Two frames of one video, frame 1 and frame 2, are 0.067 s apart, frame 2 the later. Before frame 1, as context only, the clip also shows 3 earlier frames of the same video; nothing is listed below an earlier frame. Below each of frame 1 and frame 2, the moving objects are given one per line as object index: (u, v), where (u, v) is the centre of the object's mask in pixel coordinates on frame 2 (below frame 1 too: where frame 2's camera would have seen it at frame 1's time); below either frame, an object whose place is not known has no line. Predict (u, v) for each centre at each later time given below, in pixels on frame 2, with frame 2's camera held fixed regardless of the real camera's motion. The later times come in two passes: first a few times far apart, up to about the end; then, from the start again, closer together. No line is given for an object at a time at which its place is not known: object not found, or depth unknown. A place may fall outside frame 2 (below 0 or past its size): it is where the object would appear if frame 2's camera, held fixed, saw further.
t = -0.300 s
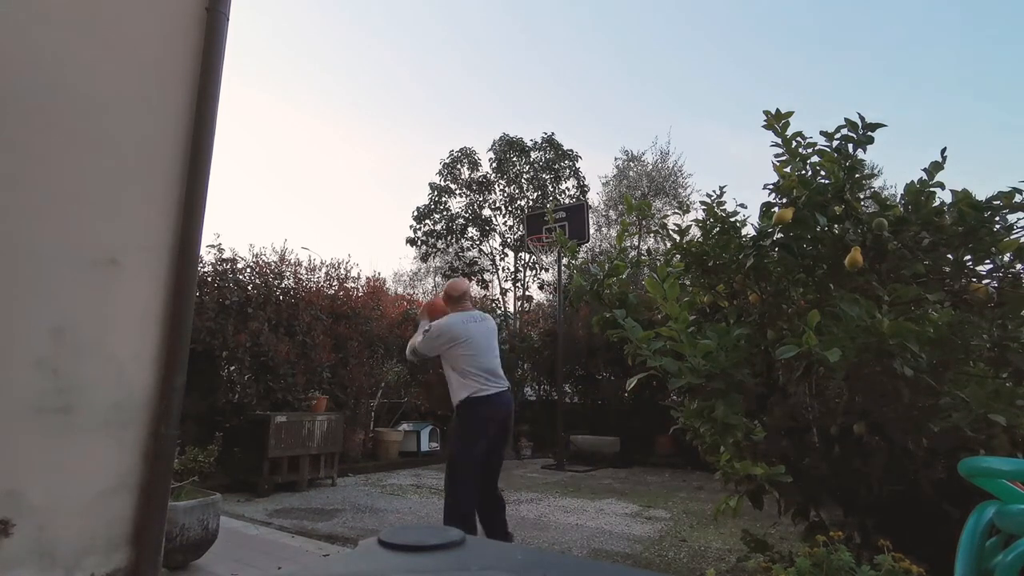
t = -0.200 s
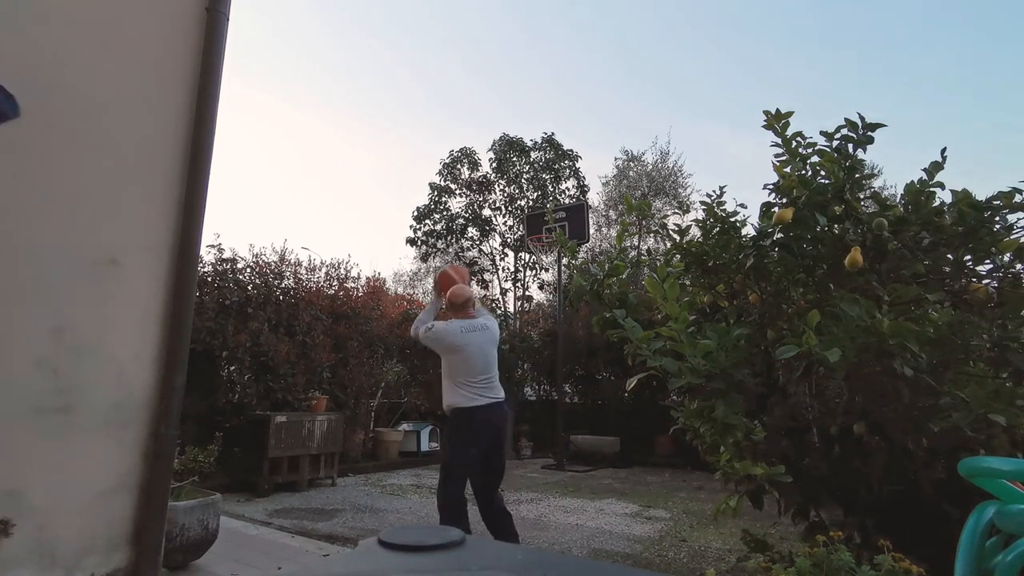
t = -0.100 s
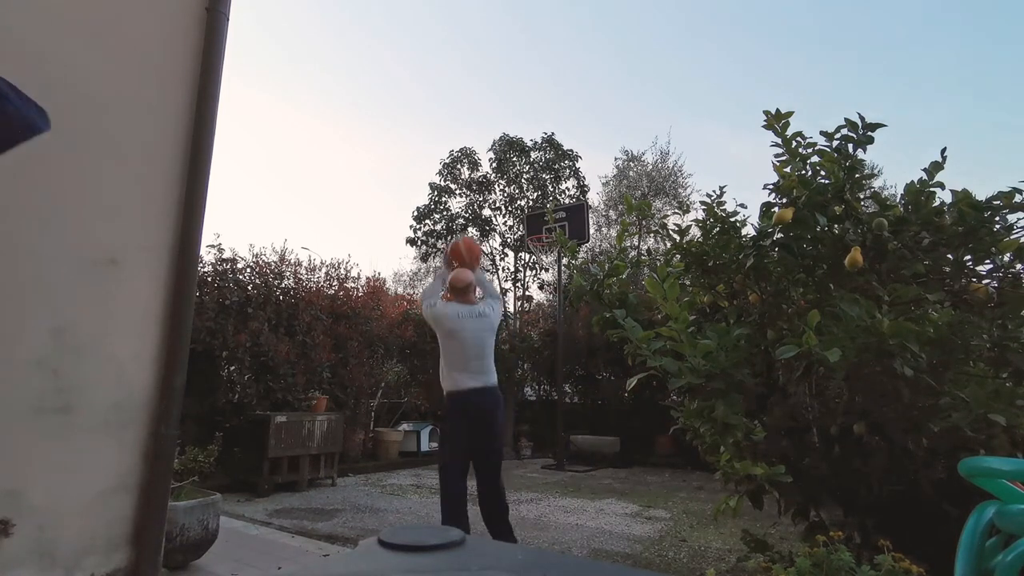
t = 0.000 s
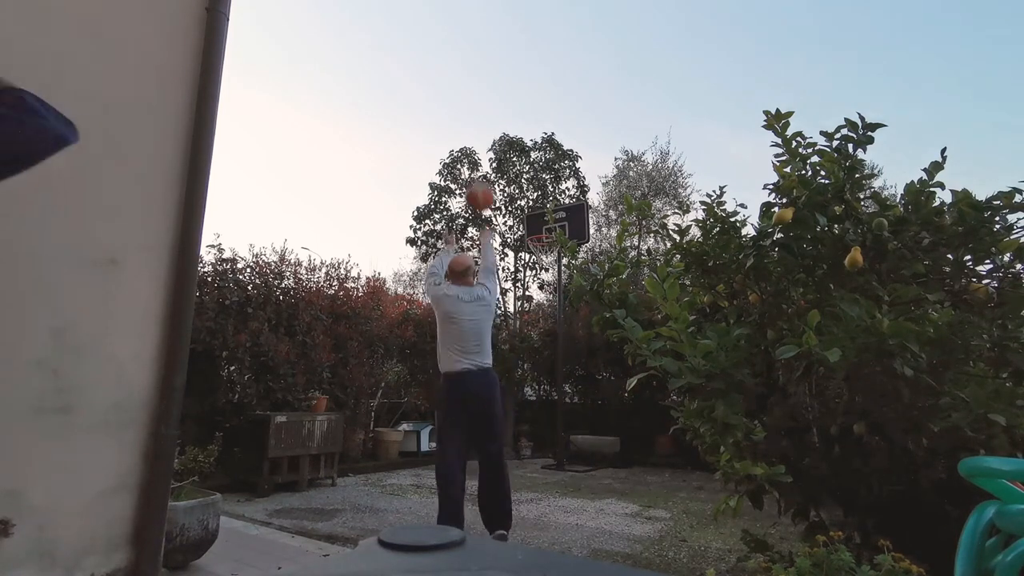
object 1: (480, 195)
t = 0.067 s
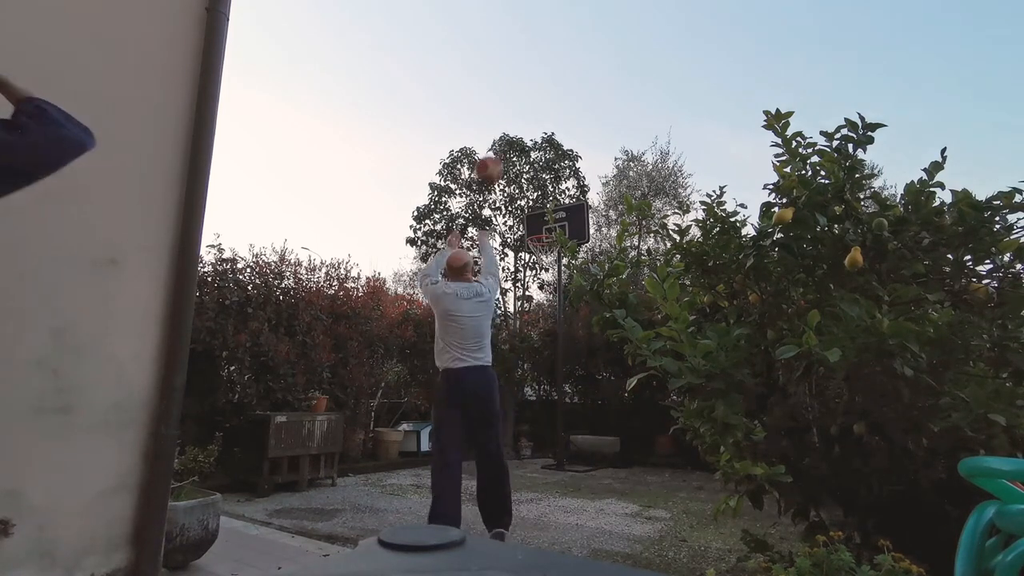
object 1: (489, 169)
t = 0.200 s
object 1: (504, 139)
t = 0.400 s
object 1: (521, 135)
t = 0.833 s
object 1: (543, 222)
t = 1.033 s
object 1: (552, 274)
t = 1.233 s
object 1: (556, 334)
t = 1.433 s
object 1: (562, 430)
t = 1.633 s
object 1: (563, 410)
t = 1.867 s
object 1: (564, 349)
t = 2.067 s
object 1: (566, 329)
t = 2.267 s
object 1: (568, 342)
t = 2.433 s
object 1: (570, 380)
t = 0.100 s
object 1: (493, 159)
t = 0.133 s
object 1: (497, 151)
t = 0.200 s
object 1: (504, 139)
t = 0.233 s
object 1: (507, 136)
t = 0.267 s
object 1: (510, 133)
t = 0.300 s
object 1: (513, 132)
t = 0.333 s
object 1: (516, 133)
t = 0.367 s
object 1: (519, 133)
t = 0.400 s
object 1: (521, 135)
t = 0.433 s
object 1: (523, 138)
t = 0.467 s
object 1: (526, 142)
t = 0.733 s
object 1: (542, 194)
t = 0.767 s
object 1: (543, 202)
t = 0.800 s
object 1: (541, 211)
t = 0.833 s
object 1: (543, 222)
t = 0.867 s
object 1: (546, 229)
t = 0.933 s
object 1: (550, 251)
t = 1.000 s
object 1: (551, 266)
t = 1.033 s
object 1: (552, 274)
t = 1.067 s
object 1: (554, 281)
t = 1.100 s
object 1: (554, 290)
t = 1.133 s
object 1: (554, 301)
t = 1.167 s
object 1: (555, 311)
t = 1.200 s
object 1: (555, 321)
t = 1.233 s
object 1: (556, 334)
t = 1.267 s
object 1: (556, 348)
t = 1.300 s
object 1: (557, 362)
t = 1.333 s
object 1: (558, 377)
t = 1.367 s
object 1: (558, 393)
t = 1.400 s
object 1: (560, 412)
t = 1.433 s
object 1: (562, 430)
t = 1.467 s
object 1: (562, 450)
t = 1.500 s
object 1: (562, 463)
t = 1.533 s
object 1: (561, 448)
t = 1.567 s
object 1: (563, 434)
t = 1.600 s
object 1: (563, 422)
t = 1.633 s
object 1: (563, 410)
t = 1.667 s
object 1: (563, 399)
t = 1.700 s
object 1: (564, 388)
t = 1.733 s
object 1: (563, 377)
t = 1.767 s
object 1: (564, 370)
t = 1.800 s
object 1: (564, 362)
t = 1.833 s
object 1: (564, 356)
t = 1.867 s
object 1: (564, 349)
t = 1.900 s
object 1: (565, 343)
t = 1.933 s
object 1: (565, 338)
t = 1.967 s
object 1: (565, 335)
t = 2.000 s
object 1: (565, 333)
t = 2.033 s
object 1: (566, 329)
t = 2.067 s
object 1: (566, 329)
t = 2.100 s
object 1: (566, 329)
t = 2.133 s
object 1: (567, 329)
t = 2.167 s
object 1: (567, 329)
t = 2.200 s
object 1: (568, 333)
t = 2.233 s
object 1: (568, 337)
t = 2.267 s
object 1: (568, 342)
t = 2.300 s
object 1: (568, 347)
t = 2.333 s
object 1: (569, 353)
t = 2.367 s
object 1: (569, 361)
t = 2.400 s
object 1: (570, 370)
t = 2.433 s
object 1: (570, 380)
